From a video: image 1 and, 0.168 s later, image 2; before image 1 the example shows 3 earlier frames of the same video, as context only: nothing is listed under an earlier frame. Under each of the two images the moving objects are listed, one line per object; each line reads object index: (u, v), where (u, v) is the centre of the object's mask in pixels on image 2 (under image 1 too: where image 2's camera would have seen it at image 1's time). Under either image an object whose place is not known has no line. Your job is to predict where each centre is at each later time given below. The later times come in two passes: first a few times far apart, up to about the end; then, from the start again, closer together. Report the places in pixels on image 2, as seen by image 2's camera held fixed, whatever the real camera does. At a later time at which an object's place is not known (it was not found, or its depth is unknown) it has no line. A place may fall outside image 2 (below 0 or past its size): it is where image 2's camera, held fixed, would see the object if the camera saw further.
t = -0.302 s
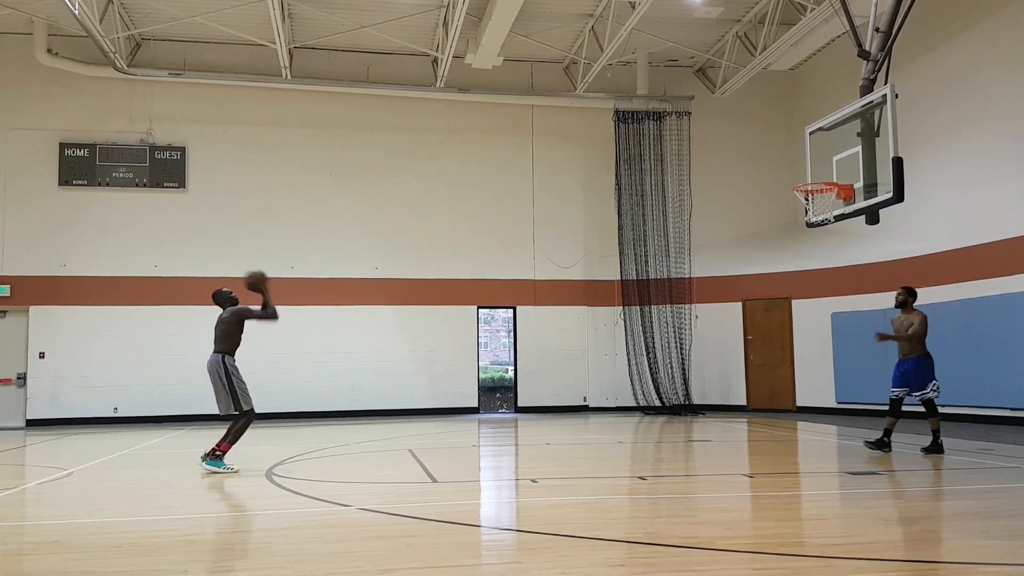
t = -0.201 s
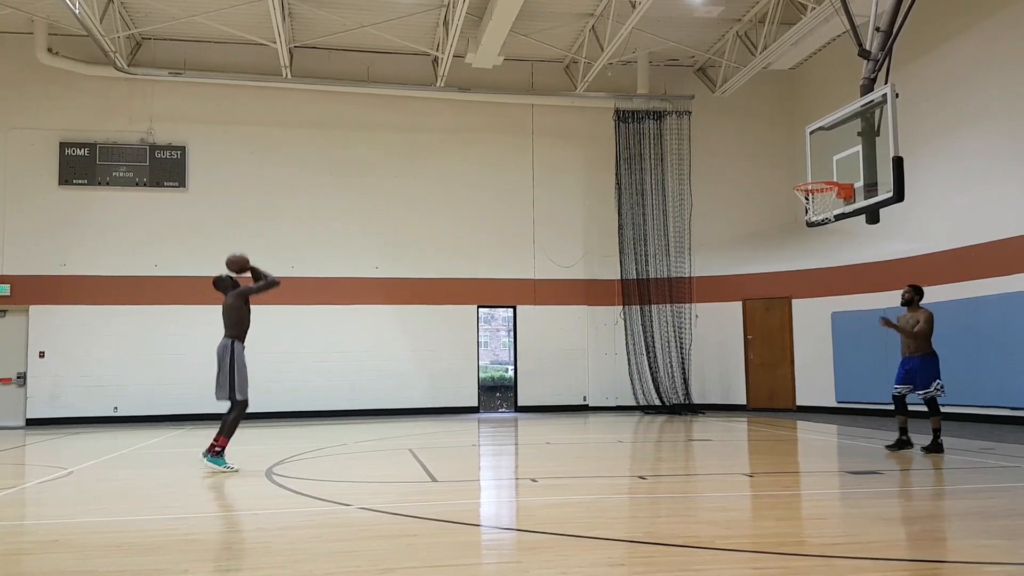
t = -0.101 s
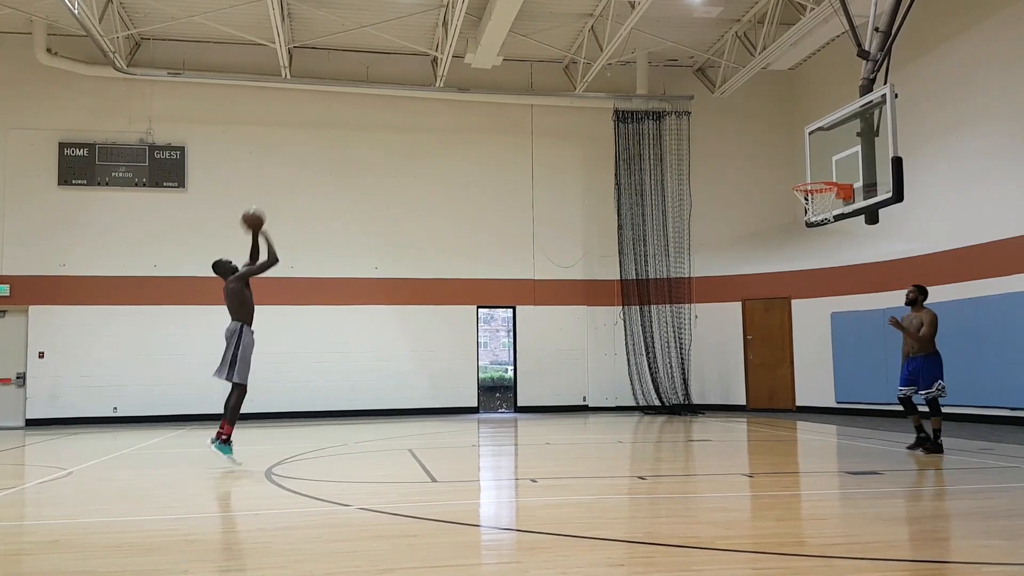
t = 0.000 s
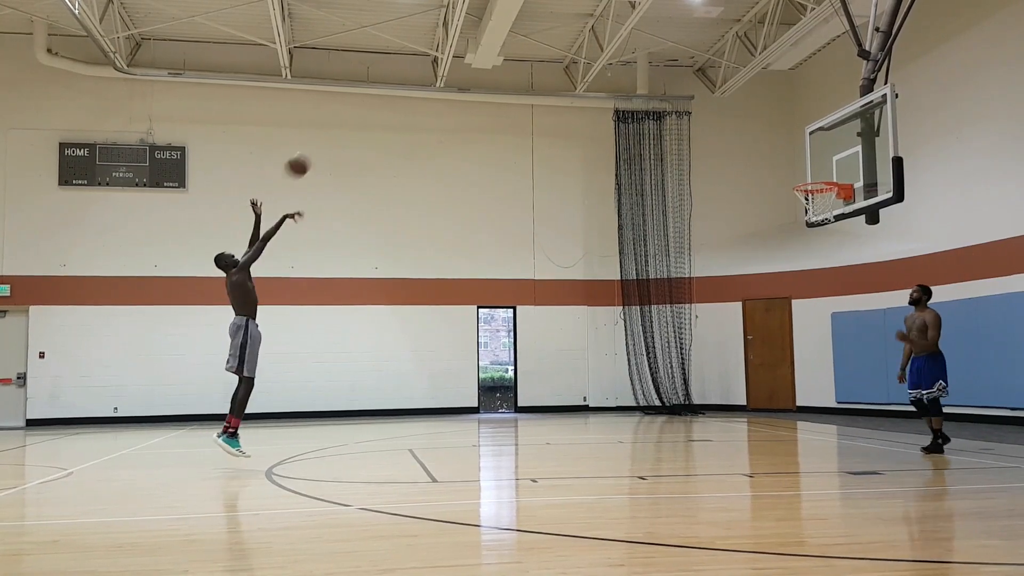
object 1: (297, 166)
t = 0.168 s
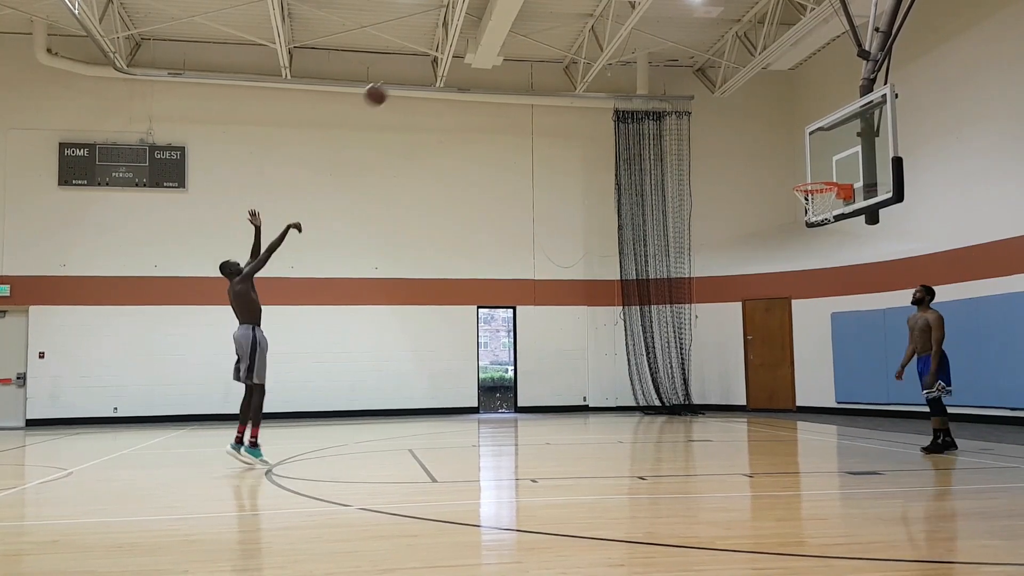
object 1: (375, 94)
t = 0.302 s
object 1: (436, 55)
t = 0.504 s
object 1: (524, 26)
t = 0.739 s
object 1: (623, 35)
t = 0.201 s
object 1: (390, 83)
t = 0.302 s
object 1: (436, 55)
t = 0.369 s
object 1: (466, 42)
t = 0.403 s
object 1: (480, 37)
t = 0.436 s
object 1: (495, 32)
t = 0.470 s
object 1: (510, 29)
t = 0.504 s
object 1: (524, 26)
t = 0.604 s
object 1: (567, 24)
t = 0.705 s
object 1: (608, 30)
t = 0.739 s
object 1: (623, 35)
